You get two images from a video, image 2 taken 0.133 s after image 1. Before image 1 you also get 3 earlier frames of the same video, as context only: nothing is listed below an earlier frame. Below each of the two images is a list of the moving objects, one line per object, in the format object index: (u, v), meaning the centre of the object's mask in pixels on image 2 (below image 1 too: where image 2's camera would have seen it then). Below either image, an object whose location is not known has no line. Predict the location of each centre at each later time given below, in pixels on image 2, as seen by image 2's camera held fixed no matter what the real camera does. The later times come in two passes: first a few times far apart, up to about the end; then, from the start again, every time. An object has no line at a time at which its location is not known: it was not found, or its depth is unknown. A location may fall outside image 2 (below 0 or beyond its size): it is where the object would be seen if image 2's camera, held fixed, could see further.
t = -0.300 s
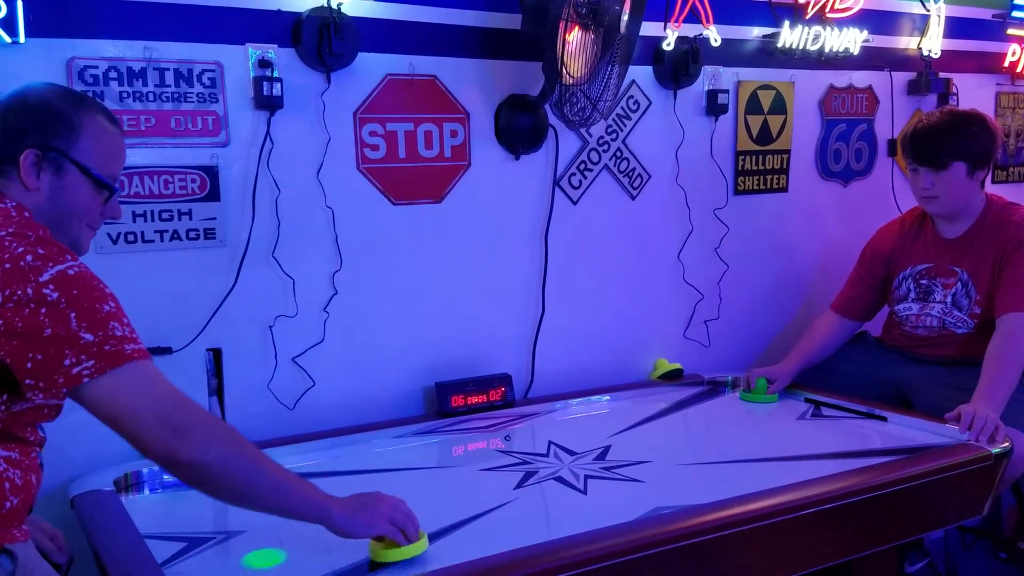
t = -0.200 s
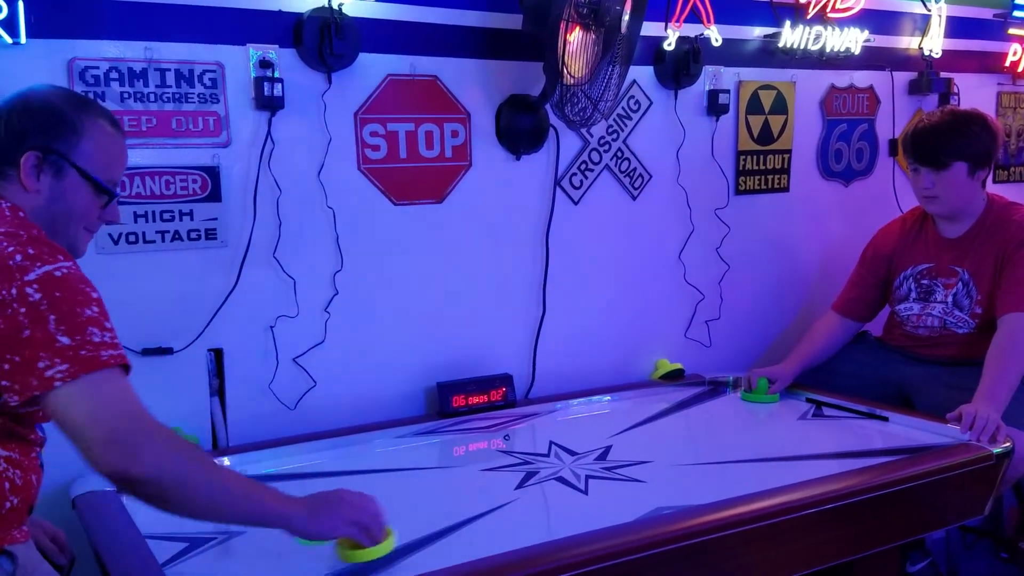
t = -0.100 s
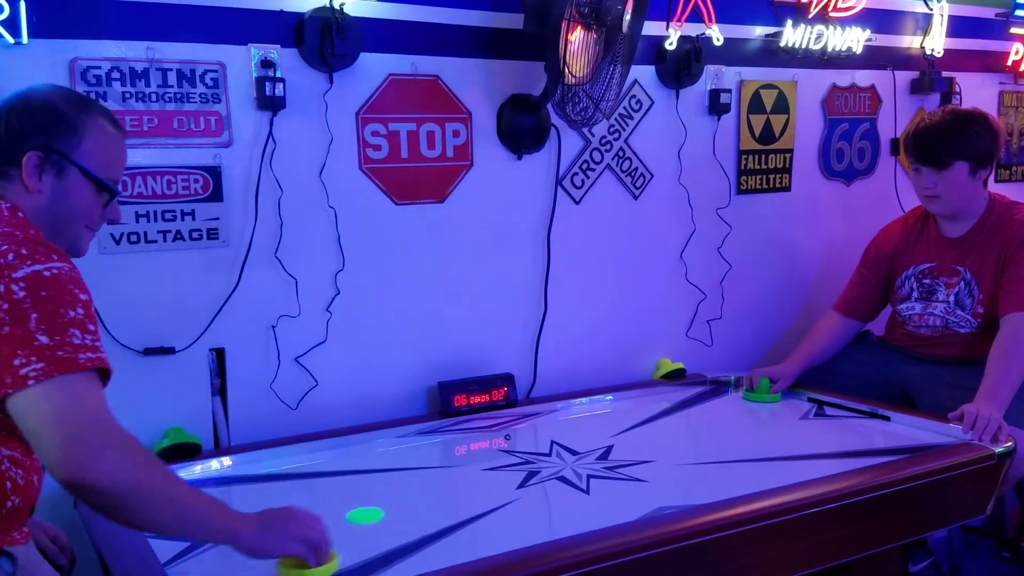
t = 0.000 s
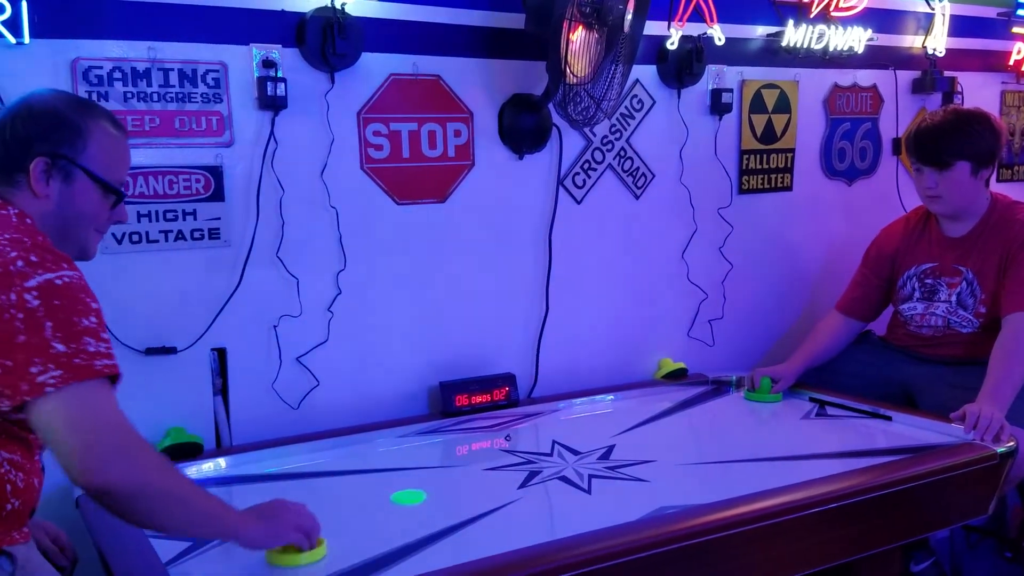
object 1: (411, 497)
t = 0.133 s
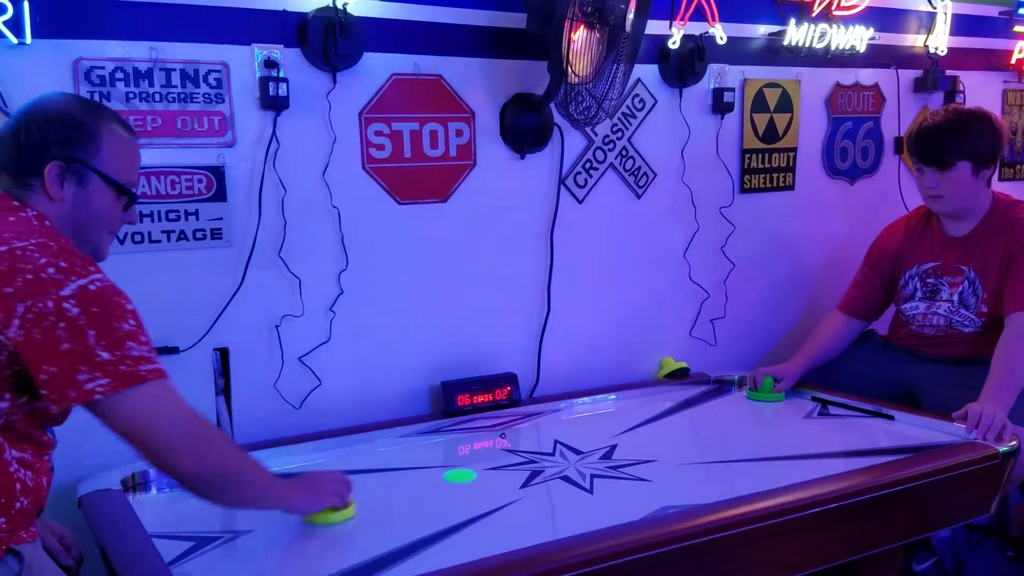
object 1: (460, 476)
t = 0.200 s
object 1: (482, 466)
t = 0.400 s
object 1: (542, 442)
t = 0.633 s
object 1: (603, 419)
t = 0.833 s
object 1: (648, 403)
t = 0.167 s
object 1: (471, 471)
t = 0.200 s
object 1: (482, 466)
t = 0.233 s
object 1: (493, 462)
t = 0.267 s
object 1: (503, 457)
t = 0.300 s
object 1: (513, 453)
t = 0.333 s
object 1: (523, 449)
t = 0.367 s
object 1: (533, 446)
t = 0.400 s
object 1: (542, 442)
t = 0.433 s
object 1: (552, 438)
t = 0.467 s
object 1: (561, 434)
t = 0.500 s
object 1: (570, 431)
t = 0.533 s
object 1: (578, 428)
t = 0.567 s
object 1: (587, 425)
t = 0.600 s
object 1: (595, 422)
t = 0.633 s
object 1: (603, 419)
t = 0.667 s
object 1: (610, 416)
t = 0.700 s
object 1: (618, 413)
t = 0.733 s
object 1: (625, 411)
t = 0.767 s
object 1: (633, 408)
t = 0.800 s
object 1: (640, 406)
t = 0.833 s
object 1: (648, 403)
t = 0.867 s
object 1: (654, 401)
